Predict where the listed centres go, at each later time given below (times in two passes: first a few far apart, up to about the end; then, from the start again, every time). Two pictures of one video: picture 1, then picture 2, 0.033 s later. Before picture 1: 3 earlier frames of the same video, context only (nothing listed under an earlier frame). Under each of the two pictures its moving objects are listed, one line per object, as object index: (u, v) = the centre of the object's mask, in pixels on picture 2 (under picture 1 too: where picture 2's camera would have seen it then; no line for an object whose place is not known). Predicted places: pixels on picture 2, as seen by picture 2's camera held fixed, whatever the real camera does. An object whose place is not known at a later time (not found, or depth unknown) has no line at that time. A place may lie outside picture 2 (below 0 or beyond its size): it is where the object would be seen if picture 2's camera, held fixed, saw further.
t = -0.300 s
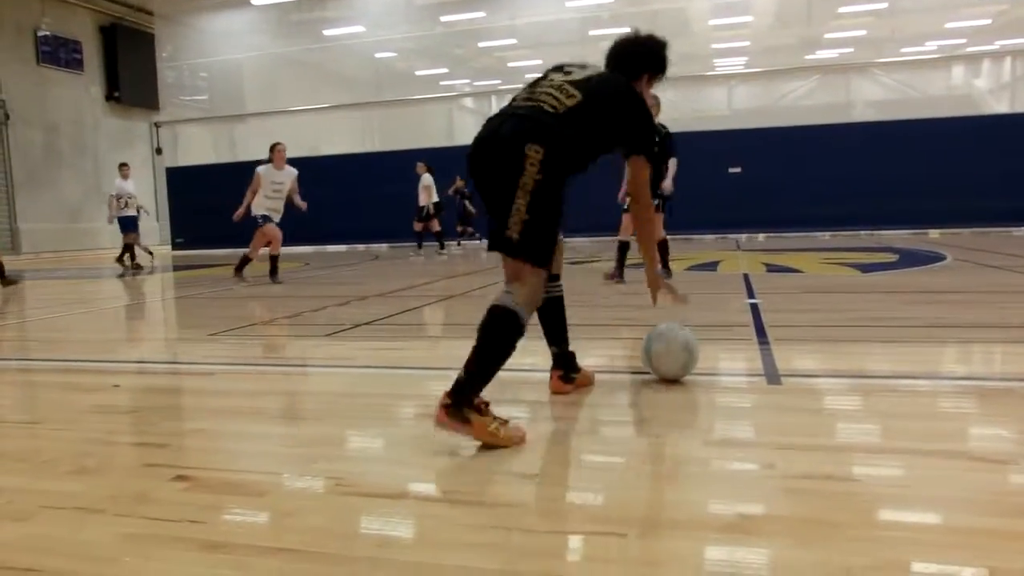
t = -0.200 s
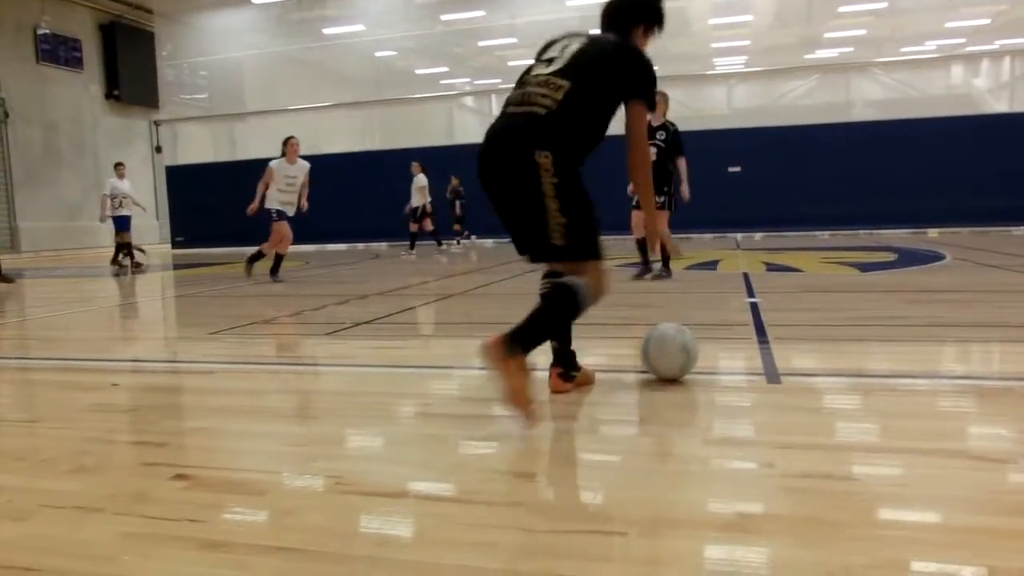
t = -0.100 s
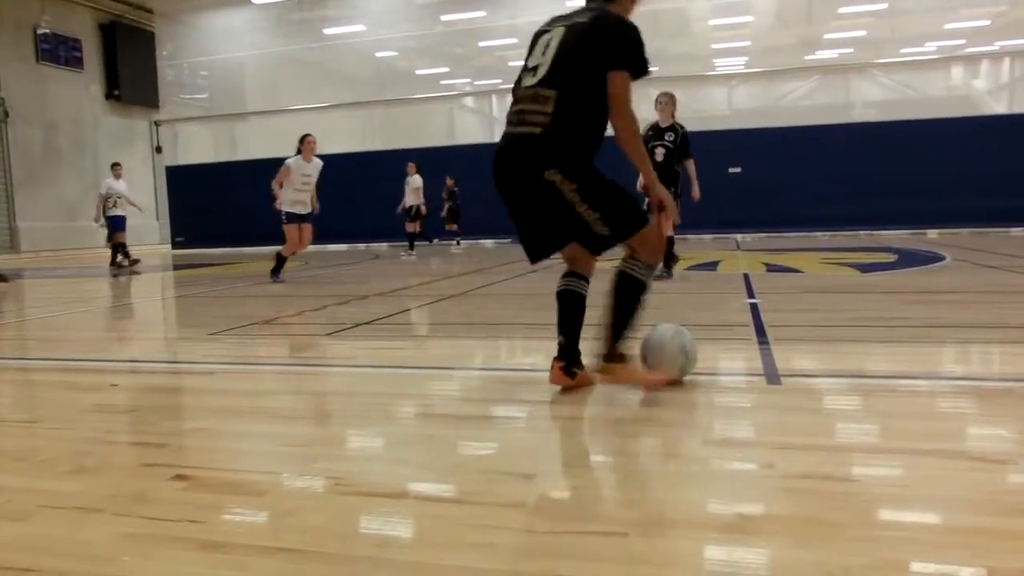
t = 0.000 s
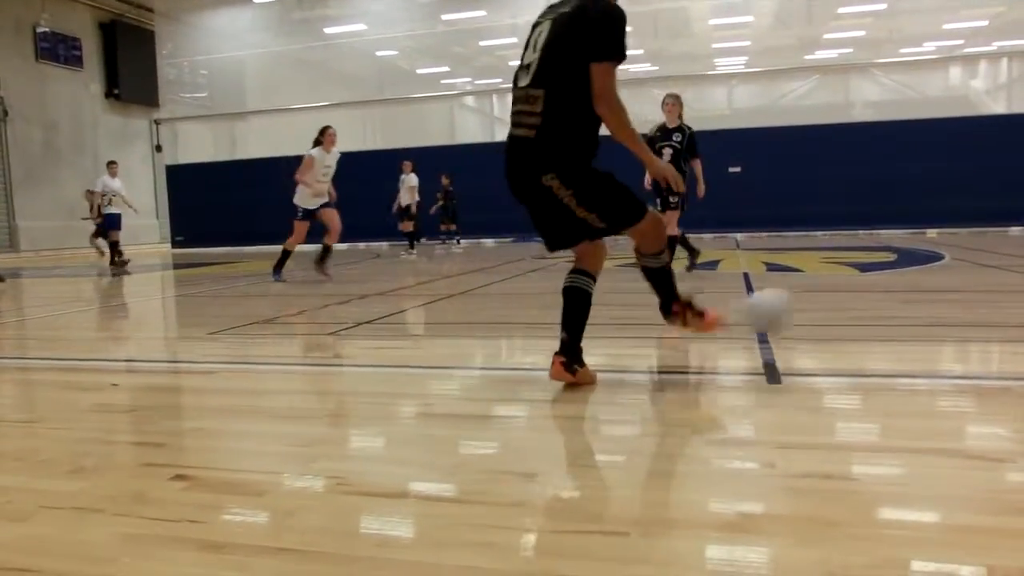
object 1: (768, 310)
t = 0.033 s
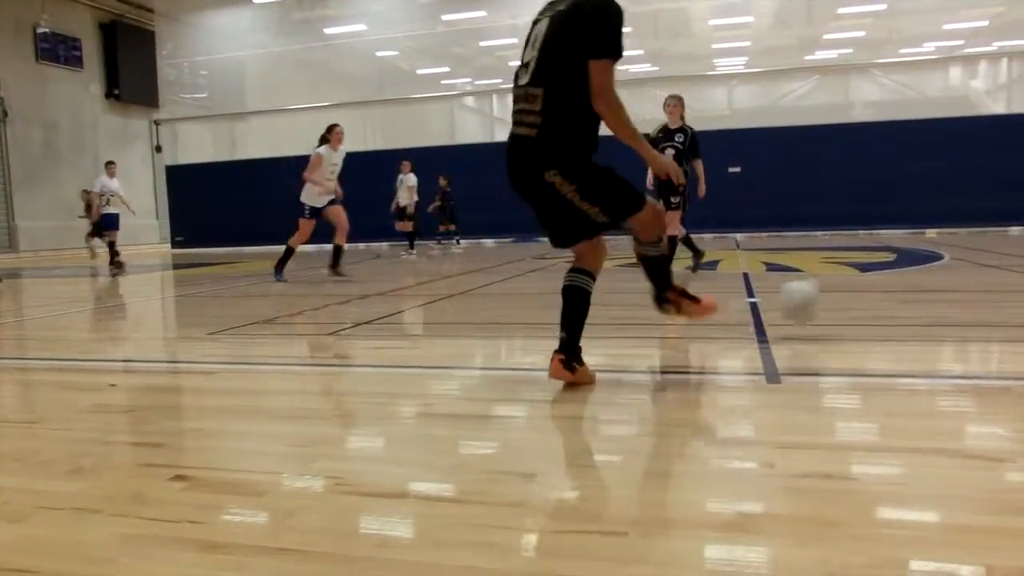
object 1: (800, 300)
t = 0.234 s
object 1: (928, 279)
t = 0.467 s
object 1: (998, 263)
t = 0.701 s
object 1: (1038, 251)
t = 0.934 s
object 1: (1064, 246)
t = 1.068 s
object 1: (1078, 241)
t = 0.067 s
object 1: (828, 292)
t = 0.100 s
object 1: (854, 290)
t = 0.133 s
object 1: (877, 291)
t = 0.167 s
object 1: (896, 291)
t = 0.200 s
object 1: (913, 285)
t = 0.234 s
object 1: (928, 279)
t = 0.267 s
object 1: (943, 276)
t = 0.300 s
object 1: (957, 275)
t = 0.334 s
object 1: (969, 270)
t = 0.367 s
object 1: (976, 270)
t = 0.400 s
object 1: (983, 267)
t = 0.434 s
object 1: (992, 264)
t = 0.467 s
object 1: (998, 263)
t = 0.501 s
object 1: (1004, 261)
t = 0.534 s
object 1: (1011, 259)
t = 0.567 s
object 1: (1018, 257)
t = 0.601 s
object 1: (1023, 256)
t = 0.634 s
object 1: (1027, 255)
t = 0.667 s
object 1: (1034, 253)
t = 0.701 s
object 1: (1038, 251)
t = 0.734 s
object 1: (1042, 251)
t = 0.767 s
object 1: (1048, 250)
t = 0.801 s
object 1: (1051, 249)
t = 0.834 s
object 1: (1055, 248)
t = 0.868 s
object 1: (1058, 247)
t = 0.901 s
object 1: (1062, 246)
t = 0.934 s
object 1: (1064, 246)
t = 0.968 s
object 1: (1068, 245)
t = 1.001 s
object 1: (1071, 244)
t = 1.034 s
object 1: (1075, 242)
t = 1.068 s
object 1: (1078, 241)
